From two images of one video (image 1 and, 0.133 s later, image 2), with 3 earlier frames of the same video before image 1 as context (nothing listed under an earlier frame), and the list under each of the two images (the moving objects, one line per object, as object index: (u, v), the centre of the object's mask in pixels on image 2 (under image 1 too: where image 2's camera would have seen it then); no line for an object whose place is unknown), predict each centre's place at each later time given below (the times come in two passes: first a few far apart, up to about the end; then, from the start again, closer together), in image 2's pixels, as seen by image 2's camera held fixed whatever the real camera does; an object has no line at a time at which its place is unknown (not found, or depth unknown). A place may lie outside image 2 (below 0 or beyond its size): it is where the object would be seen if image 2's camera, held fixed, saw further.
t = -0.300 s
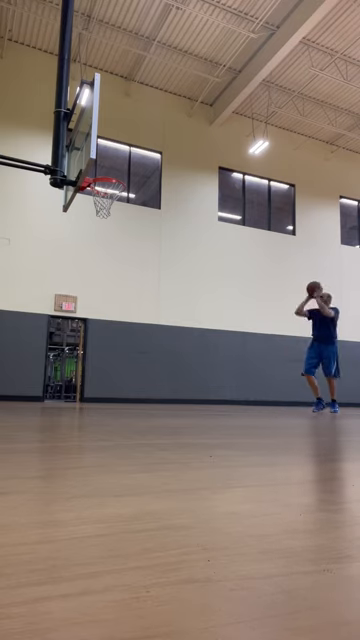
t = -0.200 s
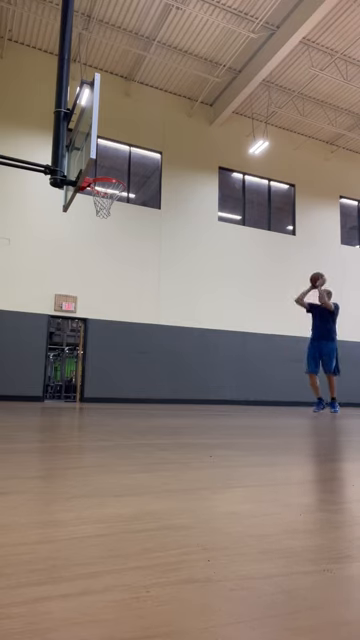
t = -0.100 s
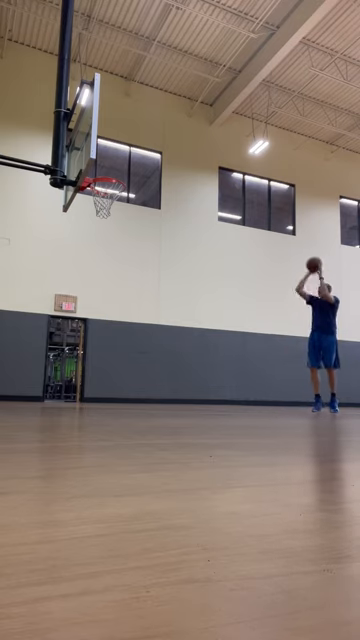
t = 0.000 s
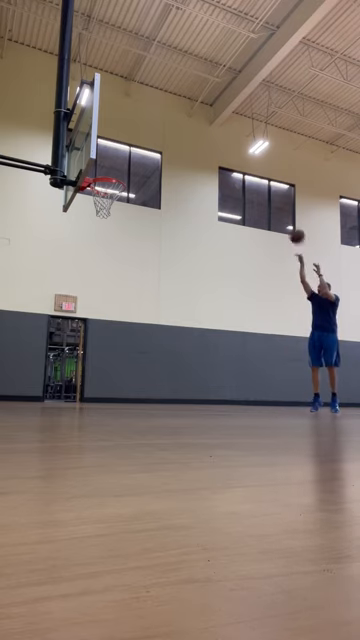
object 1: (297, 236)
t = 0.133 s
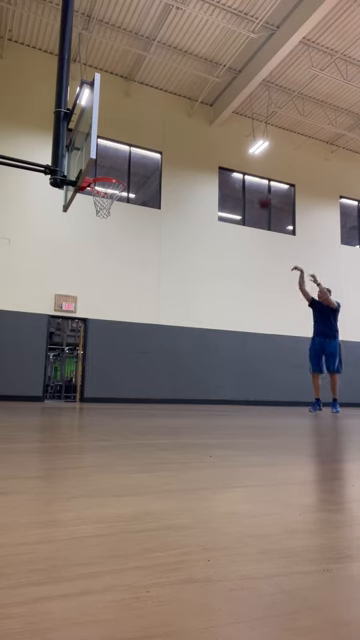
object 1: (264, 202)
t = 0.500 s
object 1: (176, 161)
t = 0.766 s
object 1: (101, 188)
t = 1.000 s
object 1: (94, 244)
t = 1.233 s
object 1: (87, 333)
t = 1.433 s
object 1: (89, 379)
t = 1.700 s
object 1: (111, 316)
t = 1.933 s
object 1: (126, 302)
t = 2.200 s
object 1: (141, 324)
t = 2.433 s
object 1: (150, 375)
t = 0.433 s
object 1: (193, 162)
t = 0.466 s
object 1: (184, 161)
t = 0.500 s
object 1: (176, 161)
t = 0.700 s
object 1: (120, 173)
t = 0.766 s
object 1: (101, 188)
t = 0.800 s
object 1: (99, 192)
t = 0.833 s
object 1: (95, 203)
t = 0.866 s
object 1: (96, 209)
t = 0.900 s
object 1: (96, 217)
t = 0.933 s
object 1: (95, 225)
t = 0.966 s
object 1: (95, 234)
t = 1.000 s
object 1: (94, 244)
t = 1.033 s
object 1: (94, 255)
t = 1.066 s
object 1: (93, 266)
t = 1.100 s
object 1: (92, 278)
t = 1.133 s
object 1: (91, 290)
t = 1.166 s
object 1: (90, 303)
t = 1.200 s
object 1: (89, 316)
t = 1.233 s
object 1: (87, 333)
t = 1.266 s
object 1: (86, 348)
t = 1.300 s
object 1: (85, 363)
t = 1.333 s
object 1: (85, 379)
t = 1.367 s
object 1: (83, 396)
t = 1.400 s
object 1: (85, 392)
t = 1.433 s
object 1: (89, 379)
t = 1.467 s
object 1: (90, 369)
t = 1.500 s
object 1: (93, 359)
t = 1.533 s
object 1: (96, 350)
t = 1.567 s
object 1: (100, 342)
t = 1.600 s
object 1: (103, 334)
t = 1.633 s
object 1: (105, 327)
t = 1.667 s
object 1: (108, 320)
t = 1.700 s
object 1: (111, 316)
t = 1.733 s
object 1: (114, 312)
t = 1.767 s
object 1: (116, 308)
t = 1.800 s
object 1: (118, 306)
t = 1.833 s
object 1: (120, 304)
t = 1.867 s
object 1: (122, 302)
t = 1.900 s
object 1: (124, 302)
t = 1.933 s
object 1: (126, 302)
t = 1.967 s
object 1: (128, 302)
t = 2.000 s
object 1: (130, 303)
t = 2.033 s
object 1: (132, 305)
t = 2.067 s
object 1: (134, 308)
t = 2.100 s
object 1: (136, 311)
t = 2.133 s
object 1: (137, 315)
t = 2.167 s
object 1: (139, 319)
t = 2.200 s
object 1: (141, 324)
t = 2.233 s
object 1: (141, 331)
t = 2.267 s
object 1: (143, 337)
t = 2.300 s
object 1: (145, 343)
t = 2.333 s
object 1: (147, 350)
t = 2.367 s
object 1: (147, 358)
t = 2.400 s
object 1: (149, 366)
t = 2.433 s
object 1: (150, 375)
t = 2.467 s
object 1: (152, 385)
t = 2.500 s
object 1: (153, 394)
